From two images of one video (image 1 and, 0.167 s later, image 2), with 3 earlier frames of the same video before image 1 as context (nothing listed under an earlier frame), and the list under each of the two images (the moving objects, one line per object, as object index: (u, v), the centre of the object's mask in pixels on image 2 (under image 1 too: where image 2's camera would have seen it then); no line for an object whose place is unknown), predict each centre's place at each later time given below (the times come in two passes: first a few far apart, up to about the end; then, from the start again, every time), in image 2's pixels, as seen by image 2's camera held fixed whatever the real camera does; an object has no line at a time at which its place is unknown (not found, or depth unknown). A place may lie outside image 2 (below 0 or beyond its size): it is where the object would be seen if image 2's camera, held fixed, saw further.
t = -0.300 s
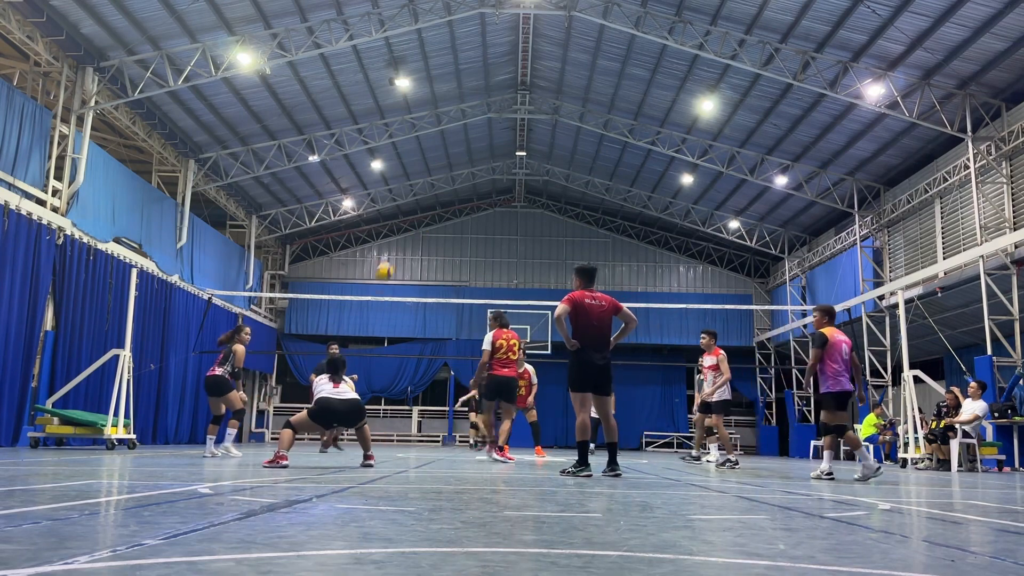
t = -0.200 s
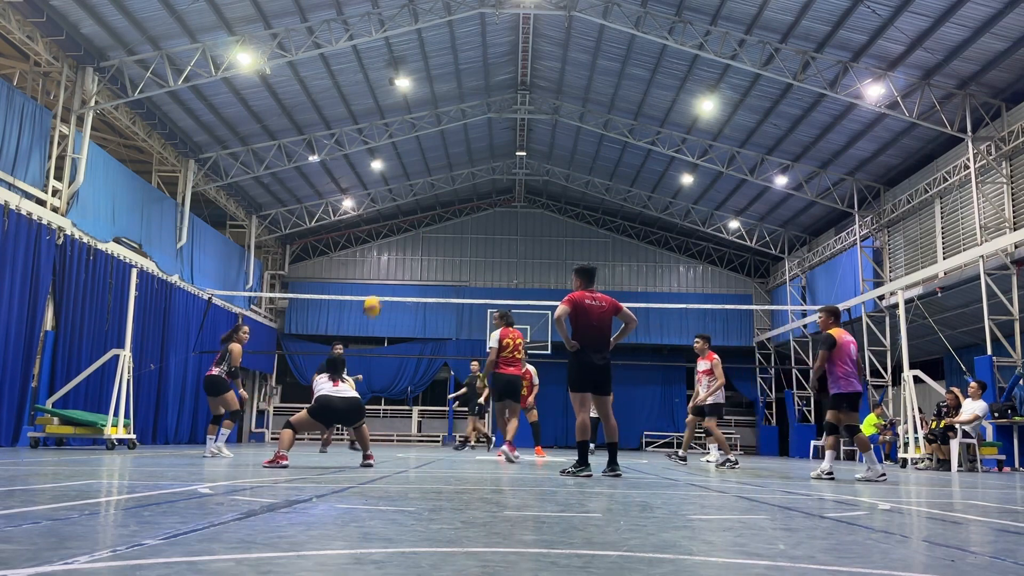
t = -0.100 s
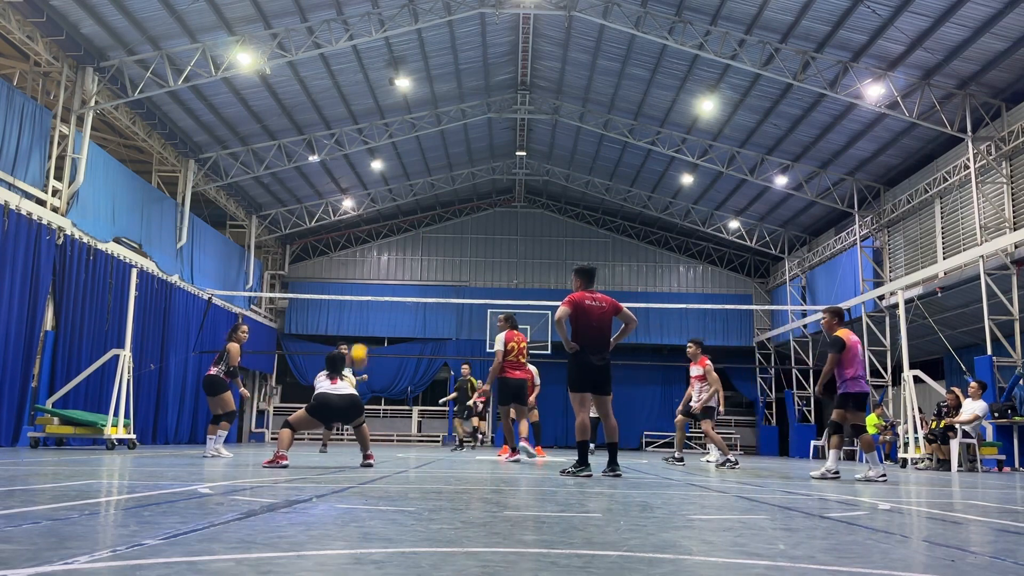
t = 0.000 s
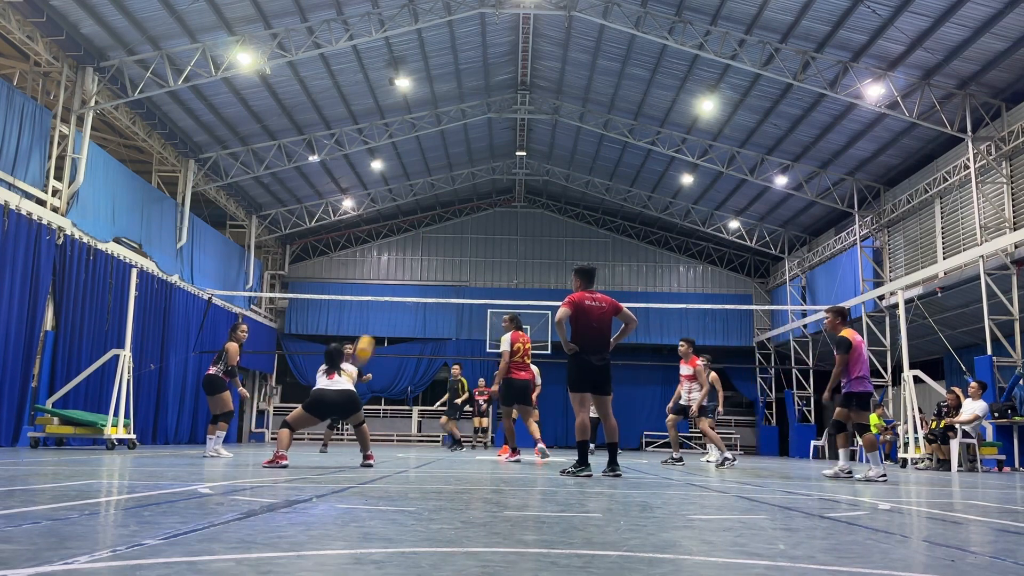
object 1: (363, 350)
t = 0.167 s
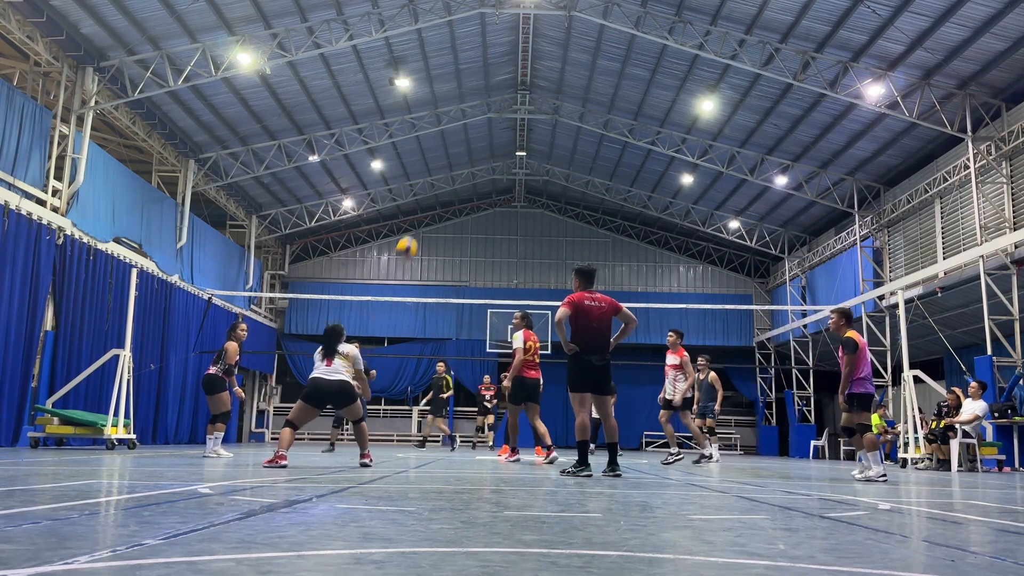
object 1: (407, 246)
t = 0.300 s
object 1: (437, 193)
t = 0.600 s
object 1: (495, 139)
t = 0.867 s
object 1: (538, 154)
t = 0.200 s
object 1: (415, 232)
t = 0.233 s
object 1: (422, 218)
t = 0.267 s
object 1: (429, 206)
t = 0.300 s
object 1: (437, 193)
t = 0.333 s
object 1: (444, 183)
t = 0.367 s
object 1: (451, 175)
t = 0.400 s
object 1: (458, 167)
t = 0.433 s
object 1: (465, 159)
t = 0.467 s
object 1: (471, 154)
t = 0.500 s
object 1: (477, 149)
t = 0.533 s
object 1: (483, 144)
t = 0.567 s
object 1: (488, 141)
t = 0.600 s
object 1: (495, 139)
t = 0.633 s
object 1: (500, 138)
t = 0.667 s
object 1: (506, 138)
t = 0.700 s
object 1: (511, 139)
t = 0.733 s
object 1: (517, 139)
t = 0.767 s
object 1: (521, 142)
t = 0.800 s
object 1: (527, 146)
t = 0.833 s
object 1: (533, 149)
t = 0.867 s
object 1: (538, 154)
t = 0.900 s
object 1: (542, 160)
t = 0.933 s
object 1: (547, 166)
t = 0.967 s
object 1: (552, 173)
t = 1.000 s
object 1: (557, 182)
